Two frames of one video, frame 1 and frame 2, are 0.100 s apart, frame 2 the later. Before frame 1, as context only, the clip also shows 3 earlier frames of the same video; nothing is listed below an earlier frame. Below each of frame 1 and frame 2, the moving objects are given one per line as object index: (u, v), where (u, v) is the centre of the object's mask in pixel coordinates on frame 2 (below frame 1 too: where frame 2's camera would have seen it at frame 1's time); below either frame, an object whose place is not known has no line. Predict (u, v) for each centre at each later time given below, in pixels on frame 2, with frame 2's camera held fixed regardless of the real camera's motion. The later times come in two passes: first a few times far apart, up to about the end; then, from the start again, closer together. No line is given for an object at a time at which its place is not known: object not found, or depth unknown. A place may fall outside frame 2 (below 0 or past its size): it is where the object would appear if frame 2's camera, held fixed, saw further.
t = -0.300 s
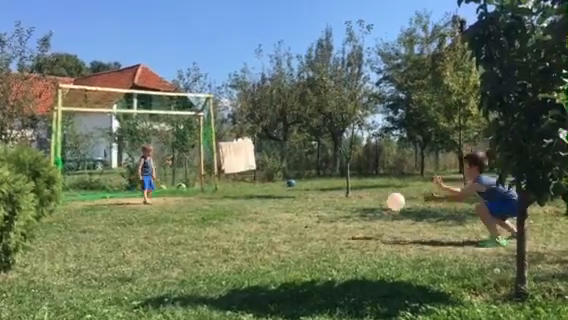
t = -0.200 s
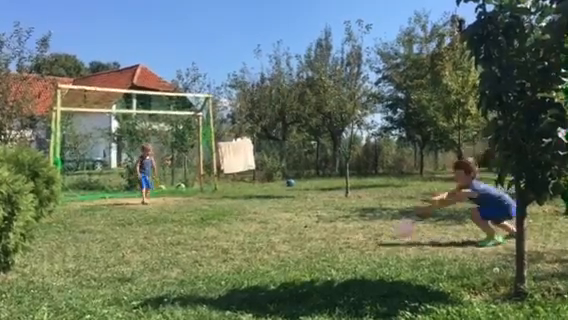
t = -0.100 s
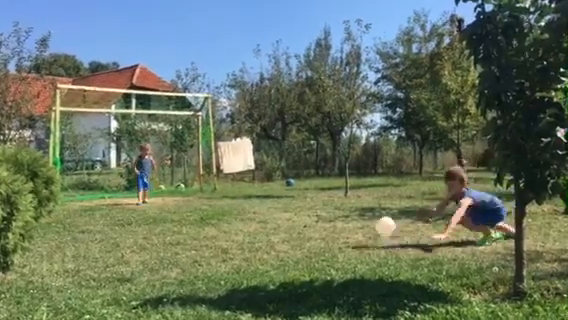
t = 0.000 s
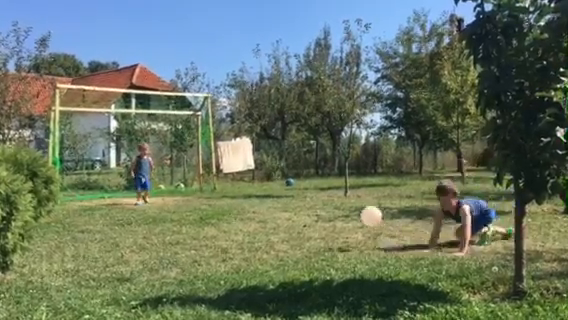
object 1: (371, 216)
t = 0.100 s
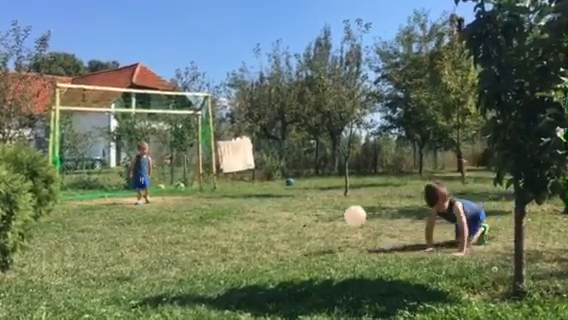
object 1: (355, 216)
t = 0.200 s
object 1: (339, 229)
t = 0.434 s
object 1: (298, 245)
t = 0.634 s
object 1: (263, 258)
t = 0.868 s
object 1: (227, 267)
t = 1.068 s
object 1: (204, 276)
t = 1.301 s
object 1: (186, 286)
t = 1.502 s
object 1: (177, 289)
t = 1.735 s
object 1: (170, 293)
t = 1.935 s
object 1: (172, 294)
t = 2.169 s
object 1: (180, 295)
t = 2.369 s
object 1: (189, 299)
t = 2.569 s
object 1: (189, 300)
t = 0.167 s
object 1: (344, 223)
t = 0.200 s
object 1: (339, 229)
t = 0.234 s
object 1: (333, 236)
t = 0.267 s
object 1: (326, 244)
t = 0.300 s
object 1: (320, 251)
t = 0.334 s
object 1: (315, 248)
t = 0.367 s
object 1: (309, 246)
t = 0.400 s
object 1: (304, 245)
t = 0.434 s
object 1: (298, 245)
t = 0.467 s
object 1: (292, 246)
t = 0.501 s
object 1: (286, 249)
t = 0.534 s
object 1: (280, 254)
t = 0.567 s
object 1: (273, 260)
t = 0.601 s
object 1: (268, 260)
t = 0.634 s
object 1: (263, 258)
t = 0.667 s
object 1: (258, 257)
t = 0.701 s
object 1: (252, 257)
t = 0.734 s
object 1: (247, 260)
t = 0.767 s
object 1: (242, 263)
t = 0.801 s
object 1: (236, 267)
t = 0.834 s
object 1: (230, 269)
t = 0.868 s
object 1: (227, 267)
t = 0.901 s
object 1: (223, 266)
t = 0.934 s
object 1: (219, 267)
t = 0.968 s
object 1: (216, 268)
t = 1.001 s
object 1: (212, 272)
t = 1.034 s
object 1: (208, 275)
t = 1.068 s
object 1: (204, 276)
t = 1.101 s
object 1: (201, 278)
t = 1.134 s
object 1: (197, 280)
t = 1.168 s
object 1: (196, 279)
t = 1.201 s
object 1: (193, 280)
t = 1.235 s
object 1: (191, 280)
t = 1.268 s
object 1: (189, 283)
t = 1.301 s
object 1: (186, 286)
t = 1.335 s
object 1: (183, 286)
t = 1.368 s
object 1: (182, 287)
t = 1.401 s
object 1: (181, 287)
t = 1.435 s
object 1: (180, 287)
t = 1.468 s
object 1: (179, 288)
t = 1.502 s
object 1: (177, 289)
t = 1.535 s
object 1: (175, 290)
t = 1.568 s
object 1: (174, 290)
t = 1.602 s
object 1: (173, 290)
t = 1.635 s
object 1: (172, 291)
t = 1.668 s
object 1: (171, 292)
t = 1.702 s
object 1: (170, 292)
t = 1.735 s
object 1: (170, 293)
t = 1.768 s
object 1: (169, 293)
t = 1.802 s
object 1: (170, 293)
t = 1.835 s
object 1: (170, 293)
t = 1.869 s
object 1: (170, 293)
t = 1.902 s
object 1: (171, 294)
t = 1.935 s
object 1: (172, 294)
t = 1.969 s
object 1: (173, 294)
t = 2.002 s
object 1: (174, 294)
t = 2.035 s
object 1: (175, 294)
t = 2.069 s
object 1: (176, 294)
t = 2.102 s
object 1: (178, 295)
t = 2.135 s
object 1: (179, 295)
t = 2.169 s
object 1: (180, 295)
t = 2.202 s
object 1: (182, 296)
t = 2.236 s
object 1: (183, 296)
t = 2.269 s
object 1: (185, 297)
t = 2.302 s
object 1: (186, 297)
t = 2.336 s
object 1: (187, 298)
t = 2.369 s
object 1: (189, 299)
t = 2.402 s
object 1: (190, 299)
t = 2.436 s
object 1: (190, 299)
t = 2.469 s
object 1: (190, 299)
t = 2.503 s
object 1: (190, 300)
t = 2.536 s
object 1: (190, 300)
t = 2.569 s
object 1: (189, 300)
